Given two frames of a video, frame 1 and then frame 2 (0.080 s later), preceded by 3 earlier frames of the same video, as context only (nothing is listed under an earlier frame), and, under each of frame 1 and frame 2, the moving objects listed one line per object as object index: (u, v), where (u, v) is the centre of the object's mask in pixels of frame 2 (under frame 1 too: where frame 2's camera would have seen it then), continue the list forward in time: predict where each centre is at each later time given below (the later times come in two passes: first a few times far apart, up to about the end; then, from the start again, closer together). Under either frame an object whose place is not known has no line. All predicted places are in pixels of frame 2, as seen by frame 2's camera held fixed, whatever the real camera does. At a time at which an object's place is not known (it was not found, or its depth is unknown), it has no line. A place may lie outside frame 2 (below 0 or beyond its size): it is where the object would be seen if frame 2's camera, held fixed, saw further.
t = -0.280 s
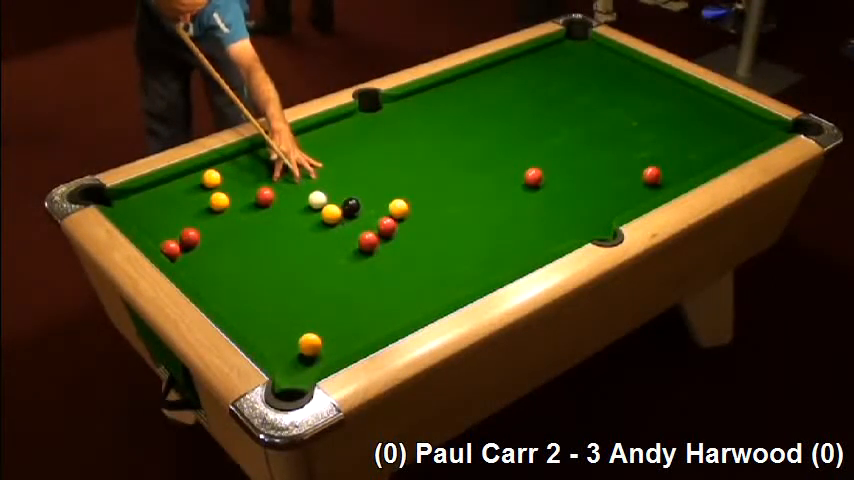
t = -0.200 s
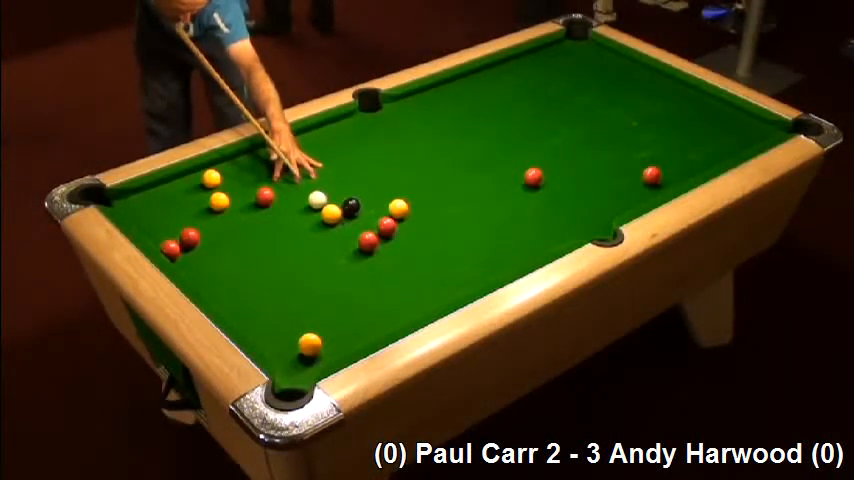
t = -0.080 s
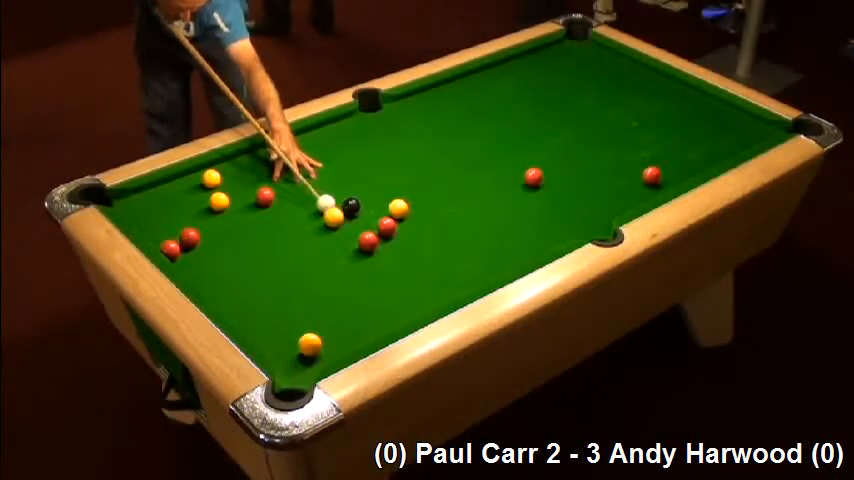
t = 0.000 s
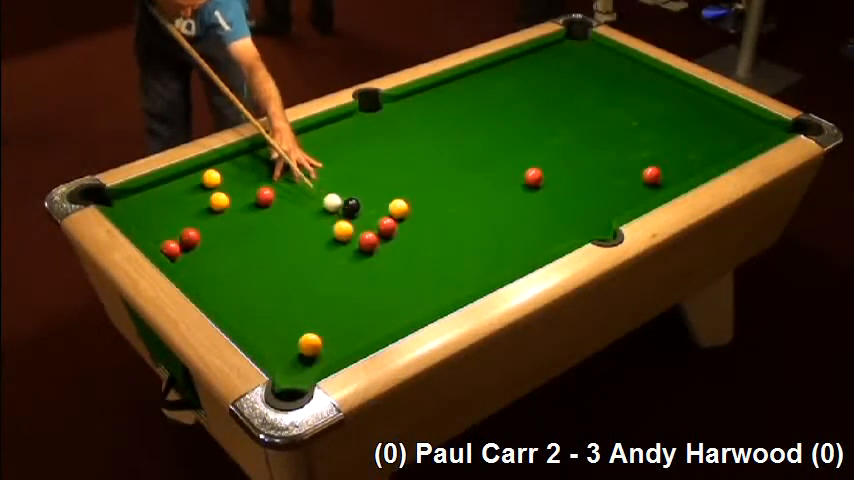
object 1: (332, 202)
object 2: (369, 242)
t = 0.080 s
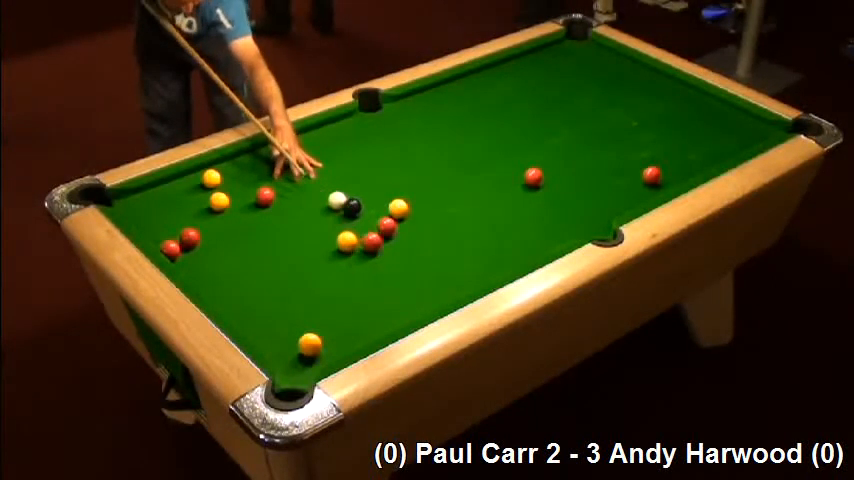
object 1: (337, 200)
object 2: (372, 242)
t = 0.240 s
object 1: (344, 195)
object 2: (389, 245)
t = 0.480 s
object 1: (353, 188)
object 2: (412, 251)
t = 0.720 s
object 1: (361, 183)
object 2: (433, 256)
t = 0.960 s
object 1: (368, 179)
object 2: (453, 259)
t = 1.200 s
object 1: (373, 176)
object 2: (469, 264)
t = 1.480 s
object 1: (377, 174)
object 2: (486, 268)
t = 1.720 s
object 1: (379, 174)
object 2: (498, 269)
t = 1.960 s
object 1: (380, 174)
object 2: (496, 266)
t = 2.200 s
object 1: (380, 174)
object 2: (495, 265)
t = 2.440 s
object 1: (380, 174)
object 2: (495, 264)
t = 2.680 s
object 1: (380, 174)
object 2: (495, 264)
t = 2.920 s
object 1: (380, 174)
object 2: (495, 265)
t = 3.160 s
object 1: (380, 174)
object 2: (495, 265)
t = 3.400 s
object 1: (380, 174)
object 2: (495, 265)
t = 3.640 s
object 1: (380, 173)
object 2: (495, 265)
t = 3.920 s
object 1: (380, 174)
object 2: (495, 265)
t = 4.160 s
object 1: (380, 173)
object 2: (495, 265)
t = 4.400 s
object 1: (380, 173)
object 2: (495, 265)
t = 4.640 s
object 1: (380, 174)
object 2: (495, 265)
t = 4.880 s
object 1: (379, 174)
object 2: (495, 265)
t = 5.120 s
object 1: (380, 173)
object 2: (495, 265)
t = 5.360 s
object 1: (380, 174)
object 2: (495, 265)
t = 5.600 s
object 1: (380, 173)
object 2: (495, 265)
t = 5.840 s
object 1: (379, 174)
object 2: (496, 265)
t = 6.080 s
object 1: (380, 173)
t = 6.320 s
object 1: (380, 173)
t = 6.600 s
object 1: (380, 173)
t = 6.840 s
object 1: (377, 170)
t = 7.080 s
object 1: (380, 173)
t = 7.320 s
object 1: (380, 174)
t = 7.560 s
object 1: (379, 173)
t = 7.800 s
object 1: (379, 174)
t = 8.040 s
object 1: (380, 174)
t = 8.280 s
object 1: (380, 174)
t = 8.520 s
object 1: (380, 174)
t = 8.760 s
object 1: (380, 174)
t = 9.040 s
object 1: (380, 174)
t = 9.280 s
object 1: (380, 174)
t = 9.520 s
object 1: (380, 174)
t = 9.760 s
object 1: (380, 174)
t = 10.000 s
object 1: (380, 174)
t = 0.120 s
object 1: (339, 198)
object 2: (377, 243)
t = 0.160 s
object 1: (341, 197)
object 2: (381, 244)
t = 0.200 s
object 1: (343, 196)
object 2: (385, 245)
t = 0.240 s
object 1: (344, 195)
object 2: (389, 245)
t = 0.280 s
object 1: (346, 194)
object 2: (393, 247)
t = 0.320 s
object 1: (348, 193)
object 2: (397, 247)
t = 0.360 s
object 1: (349, 191)
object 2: (401, 248)
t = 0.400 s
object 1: (351, 190)
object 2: (405, 249)
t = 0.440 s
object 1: (352, 189)
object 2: (409, 250)
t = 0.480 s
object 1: (353, 188)
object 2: (412, 251)
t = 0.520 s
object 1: (355, 187)
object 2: (416, 252)
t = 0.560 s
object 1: (356, 187)
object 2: (420, 253)
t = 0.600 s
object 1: (358, 186)
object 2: (423, 253)
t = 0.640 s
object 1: (359, 185)
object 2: (427, 254)
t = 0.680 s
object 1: (360, 184)
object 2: (430, 255)
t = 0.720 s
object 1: (361, 183)
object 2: (433, 256)
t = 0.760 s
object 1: (363, 182)
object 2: (436, 256)
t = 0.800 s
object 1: (364, 182)
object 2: (440, 257)
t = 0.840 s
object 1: (365, 181)
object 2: (443, 258)
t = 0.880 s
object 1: (366, 180)
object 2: (446, 258)
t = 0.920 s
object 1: (367, 180)
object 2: (449, 259)
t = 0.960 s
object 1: (368, 179)
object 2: (453, 259)
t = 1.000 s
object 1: (369, 179)
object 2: (455, 261)
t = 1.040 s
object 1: (370, 178)
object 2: (458, 261)
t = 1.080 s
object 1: (370, 177)
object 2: (461, 262)
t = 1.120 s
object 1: (371, 177)
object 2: (464, 263)
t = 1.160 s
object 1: (372, 177)
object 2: (466, 263)
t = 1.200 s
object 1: (373, 176)
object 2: (469, 264)
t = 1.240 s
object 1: (374, 176)
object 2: (472, 265)
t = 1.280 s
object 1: (375, 175)
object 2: (474, 265)
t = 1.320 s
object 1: (375, 175)
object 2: (477, 266)
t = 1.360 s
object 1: (376, 175)
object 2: (479, 267)
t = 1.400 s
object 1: (376, 174)
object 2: (482, 268)
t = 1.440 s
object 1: (377, 174)
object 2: (484, 268)
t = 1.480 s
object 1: (377, 174)
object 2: (486, 268)
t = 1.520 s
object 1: (378, 174)
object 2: (488, 268)
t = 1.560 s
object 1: (378, 174)
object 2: (490, 269)
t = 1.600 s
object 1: (379, 174)
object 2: (492, 269)
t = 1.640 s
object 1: (379, 174)
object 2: (494, 269)
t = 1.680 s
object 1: (379, 174)
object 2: (496, 269)
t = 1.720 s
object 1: (379, 174)
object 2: (498, 269)
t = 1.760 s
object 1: (380, 173)
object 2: (498, 268)
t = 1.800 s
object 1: (380, 174)
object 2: (497, 268)
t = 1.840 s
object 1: (380, 174)
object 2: (497, 267)
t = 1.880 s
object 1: (380, 174)
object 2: (497, 267)
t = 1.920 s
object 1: (380, 174)
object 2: (497, 267)
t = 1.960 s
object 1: (380, 174)
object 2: (496, 266)
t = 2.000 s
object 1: (380, 174)
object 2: (496, 266)
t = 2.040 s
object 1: (380, 174)
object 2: (496, 266)
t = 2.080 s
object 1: (380, 174)
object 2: (496, 265)
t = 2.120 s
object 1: (380, 174)
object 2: (496, 265)
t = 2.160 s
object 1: (380, 174)
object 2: (495, 265)
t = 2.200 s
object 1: (380, 174)
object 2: (495, 265)
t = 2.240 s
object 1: (380, 174)
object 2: (495, 265)
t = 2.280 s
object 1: (380, 174)
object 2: (495, 265)
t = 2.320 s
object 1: (380, 174)
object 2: (495, 264)
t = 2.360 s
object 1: (380, 174)
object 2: (495, 264)
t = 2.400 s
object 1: (380, 173)
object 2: (495, 264)
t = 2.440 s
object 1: (380, 174)
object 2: (495, 264)
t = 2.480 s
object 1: (380, 174)
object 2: (495, 264)
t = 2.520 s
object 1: (380, 174)
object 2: (495, 264)
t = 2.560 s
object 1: (380, 174)
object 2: (495, 264)
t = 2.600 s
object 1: (380, 174)
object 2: (495, 264)
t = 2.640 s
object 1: (380, 173)
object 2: (495, 264)
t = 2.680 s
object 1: (380, 174)
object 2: (495, 264)
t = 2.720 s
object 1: (380, 174)
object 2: (495, 264)
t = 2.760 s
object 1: (380, 174)
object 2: (495, 264)
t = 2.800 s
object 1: (380, 174)
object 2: (495, 264)
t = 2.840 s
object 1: (380, 174)
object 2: (495, 265)
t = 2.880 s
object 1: (380, 173)
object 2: (495, 265)
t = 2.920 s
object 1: (380, 174)
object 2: (495, 265)
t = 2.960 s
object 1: (380, 174)
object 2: (495, 265)
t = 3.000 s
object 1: (380, 174)
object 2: (495, 265)
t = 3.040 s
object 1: (380, 174)
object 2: (495, 265)
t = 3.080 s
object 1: (380, 174)
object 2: (495, 265)
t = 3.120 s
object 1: (380, 174)
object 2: (495, 265)
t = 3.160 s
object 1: (380, 174)
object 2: (495, 265)
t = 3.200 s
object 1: (380, 174)
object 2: (495, 265)
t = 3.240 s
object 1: (380, 174)
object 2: (495, 265)
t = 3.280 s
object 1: (380, 174)
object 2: (495, 265)
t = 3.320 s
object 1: (380, 174)
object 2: (495, 265)
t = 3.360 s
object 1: (380, 174)
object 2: (495, 265)
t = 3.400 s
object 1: (380, 174)
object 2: (495, 265)
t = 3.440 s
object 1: (380, 174)
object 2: (495, 265)
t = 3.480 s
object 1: (380, 174)
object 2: (495, 265)
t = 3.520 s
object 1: (380, 174)
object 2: (495, 265)
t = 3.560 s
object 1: (380, 174)
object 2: (495, 265)
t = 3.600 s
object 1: (380, 174)
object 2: (495, 265)
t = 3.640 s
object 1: (380, 173)
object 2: (495, 265)
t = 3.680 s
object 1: (380, 174)
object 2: (495, 265)
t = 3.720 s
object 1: (380, 173)
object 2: (495, 265)
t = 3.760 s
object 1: (380, 174)
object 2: (495, 265)
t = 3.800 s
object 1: (380, 173)
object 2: (495, 265)
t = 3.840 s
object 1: (380, 174)
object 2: (495, 265)
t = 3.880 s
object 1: (380, 174)
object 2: (495, 265)
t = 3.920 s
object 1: (380, 174)
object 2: (495, 265)
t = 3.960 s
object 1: (380, 174)
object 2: (495, 265)
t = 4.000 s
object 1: (380, 173)
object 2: (495, 265)
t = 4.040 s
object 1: (380, 174)
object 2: (495, 265)
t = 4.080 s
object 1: (380, 173)
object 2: (495, 265)
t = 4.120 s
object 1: (380, 173)
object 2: (495, 265)
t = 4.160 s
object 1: (380, 173)
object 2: (495, 265)
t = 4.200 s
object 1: (380, 174)
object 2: (495, 265)
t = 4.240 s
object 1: (380, 174)
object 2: (495, 265)
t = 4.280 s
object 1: (380, 174)
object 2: (495, 265)
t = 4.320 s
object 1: (380, 174)
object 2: (495, 265)
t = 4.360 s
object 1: (380, 174)
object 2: (495, 265)
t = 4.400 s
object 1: (380, 173)
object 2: (495, 265)
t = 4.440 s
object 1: (380, 173)
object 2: (495, 265)
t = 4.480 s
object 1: (380, 173)
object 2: (495, 265)
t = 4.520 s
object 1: (380, 174)
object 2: (495, 265)
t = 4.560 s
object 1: (380, 174)
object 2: (495, 265)
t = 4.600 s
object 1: (380, 174)
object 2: (495, 265)
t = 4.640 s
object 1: (380, 174)
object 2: (495, 265)
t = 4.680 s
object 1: (380, 174)
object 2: (495, 265)
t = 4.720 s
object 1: (380, 174)
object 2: (495, 265)
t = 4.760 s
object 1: (380, 173)
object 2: (495, 265)
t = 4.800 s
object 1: (380, 173)
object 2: (495, 265)
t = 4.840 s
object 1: (380, 173)
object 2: (495, 265)
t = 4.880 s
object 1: (379, 174)
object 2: (495, 265)
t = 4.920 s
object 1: (380, 174)
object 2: (495, 265)
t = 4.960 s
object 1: (380, 174)
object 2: (495, 265)
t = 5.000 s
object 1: (380, 174)
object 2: (495, 265)
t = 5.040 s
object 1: (380, 174)
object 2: (495, 265)
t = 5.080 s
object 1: (380, 174)
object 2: (495, 265)
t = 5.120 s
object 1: (380, 173)
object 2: (495, 265)
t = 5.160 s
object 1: (380, 173)
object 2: (495, 265)
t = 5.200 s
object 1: (380, 173)
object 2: (495, 265)
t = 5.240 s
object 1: (379, 174)
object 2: (495, 265)
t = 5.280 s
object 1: (379, 174)
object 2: (495, 265)
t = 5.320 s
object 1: (379, 174)
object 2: (495, 265)
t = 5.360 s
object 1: (380, 174)
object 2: (495, 265)
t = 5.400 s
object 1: (380, 174)
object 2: (495, 265)
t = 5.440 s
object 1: (380, 173)
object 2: (495, 265)
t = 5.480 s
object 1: (380, 173)
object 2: (495, 265)
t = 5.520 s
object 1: (380, 173)
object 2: (495, 265)
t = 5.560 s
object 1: (380, 173)
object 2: (495, 265)
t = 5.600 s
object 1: (380, 173)
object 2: (495, 265)
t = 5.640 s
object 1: (380, 173)
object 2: (495, 265)
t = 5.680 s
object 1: (380, 173)
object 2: (495, 265)
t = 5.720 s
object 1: (379, 174)
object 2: (495, 265)
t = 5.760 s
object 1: (380, 173)
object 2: (495, 265)
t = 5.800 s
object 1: (380, 173)
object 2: (495, 265)
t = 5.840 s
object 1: (379, 174)
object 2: (496, 265)
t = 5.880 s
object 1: (380, 173)
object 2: (495, 265)
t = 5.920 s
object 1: (379, 174)
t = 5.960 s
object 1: (380, 173)
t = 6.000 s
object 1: (379, 174)
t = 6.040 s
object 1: (380, 173)
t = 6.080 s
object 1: (380, 173)
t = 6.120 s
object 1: (379, 174)
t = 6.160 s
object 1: (380, 173)
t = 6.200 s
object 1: (380, 173)
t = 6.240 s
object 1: (380, 173)
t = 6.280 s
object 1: (379, 174)
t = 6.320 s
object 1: (380, 173)
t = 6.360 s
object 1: (380, 173)
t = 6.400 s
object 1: (379, 174)
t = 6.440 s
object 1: (380, 174)
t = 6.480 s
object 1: (380, 173)
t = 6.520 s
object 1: (380, 173)
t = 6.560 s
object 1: (379, 174)
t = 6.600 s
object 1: (380, 173)
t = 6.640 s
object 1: (380, 173)
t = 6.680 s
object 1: (380, 173)
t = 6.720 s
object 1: (379, 174)
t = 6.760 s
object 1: (380, 174)
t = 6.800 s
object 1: (379, 173)
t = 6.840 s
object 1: (377, 170)
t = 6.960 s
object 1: (381, 171)
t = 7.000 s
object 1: (380, 173)
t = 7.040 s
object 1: (380, 173)
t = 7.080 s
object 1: (380, 173)
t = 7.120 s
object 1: (380, 173)
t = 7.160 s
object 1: (380, 174)
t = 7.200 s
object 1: (380, 174)
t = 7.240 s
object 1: (379, 173)
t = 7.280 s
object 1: (380, 174)
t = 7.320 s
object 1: (380, 174)
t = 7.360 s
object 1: (379, 174)
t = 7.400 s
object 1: (380, 174)
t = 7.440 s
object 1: (380, 174)
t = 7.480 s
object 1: (379, 174)
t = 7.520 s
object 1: (379, 174)
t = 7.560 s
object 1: (379, 173)
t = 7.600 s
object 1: (379, 174)
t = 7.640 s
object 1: (379, 174)
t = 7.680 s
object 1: (379, 174)
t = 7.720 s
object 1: (379, 174)
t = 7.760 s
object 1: (379, 174)
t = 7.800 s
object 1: (379, 174)
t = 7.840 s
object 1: (379, 174)
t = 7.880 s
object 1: (379, 174)
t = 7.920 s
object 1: (380, 174)
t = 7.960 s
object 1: (380, 174)
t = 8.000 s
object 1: (380, 174)
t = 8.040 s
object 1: (380, 174)
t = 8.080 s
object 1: (380, 173)
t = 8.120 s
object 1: (380, 173)
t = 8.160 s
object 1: (380, 174)
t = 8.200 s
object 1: (380, 174)
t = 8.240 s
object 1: (380, 174)
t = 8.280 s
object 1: (380, 174)
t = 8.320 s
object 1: (380, 174)
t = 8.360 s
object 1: (380, 174)
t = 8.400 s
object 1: (380, 174)
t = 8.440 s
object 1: (380, 174)
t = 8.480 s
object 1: (380, 174)
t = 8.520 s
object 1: (380, 174)
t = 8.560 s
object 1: (380, 174)
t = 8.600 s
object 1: (380, 174)
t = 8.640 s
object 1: (380, 174)
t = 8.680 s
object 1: (380, 174)
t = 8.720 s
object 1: (380, 174)
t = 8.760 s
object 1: (380, 174)
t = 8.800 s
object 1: (380, 174)
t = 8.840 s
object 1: (380, 174)
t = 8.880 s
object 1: (380, 174)
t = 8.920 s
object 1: (380, 174)
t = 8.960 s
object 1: (380, 174)
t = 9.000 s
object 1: (380, 174)
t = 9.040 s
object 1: (380, 174)
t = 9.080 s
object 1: (380, 174)
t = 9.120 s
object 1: (380, 174)
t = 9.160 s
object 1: (380, 174)
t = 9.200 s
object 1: (380, 174)
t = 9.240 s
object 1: (380, 174)
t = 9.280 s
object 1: (380, 174)
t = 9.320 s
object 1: (380, 174)
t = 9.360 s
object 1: (380, 174)
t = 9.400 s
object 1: (380, 174)
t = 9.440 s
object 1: (380, 174)
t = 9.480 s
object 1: (380, 174)
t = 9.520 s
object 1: (380, 174)
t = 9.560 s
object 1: (380, 174)
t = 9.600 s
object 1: (380, 174)
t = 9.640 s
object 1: (380, 174)
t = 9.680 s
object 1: (380, 174)
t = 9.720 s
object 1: (380, 174)
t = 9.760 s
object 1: (380, 174)
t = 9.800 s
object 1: (380, 174)
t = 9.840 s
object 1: (380, 174)
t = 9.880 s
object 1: (380, 174)
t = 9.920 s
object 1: (380, 174)
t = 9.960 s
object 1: (380, 174)
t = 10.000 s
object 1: (380, 174)
